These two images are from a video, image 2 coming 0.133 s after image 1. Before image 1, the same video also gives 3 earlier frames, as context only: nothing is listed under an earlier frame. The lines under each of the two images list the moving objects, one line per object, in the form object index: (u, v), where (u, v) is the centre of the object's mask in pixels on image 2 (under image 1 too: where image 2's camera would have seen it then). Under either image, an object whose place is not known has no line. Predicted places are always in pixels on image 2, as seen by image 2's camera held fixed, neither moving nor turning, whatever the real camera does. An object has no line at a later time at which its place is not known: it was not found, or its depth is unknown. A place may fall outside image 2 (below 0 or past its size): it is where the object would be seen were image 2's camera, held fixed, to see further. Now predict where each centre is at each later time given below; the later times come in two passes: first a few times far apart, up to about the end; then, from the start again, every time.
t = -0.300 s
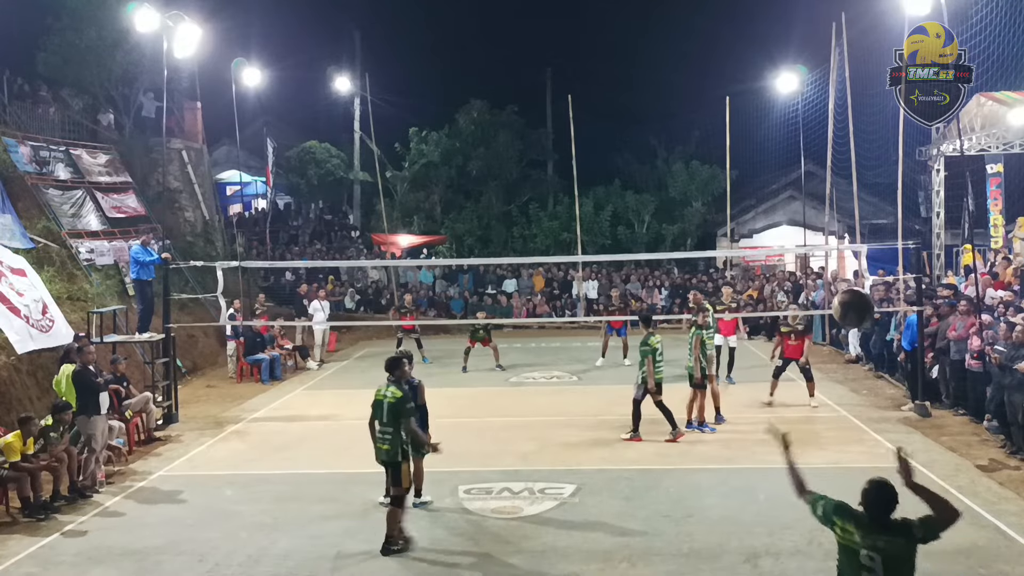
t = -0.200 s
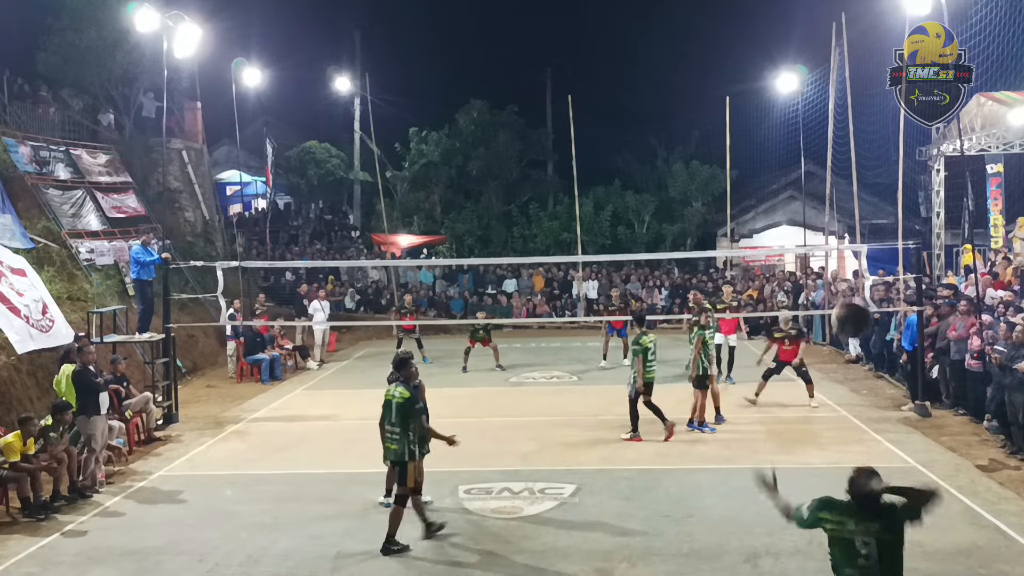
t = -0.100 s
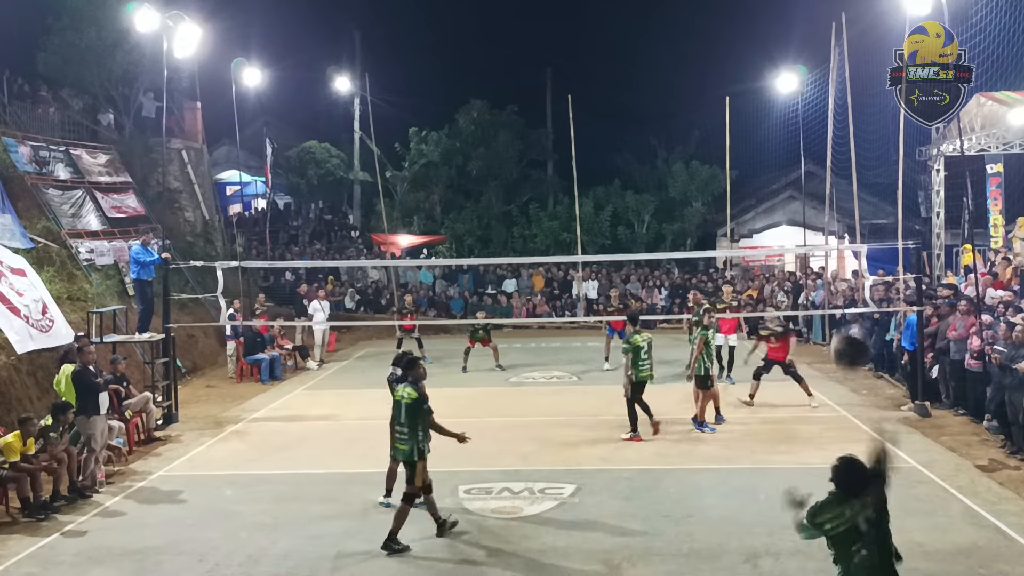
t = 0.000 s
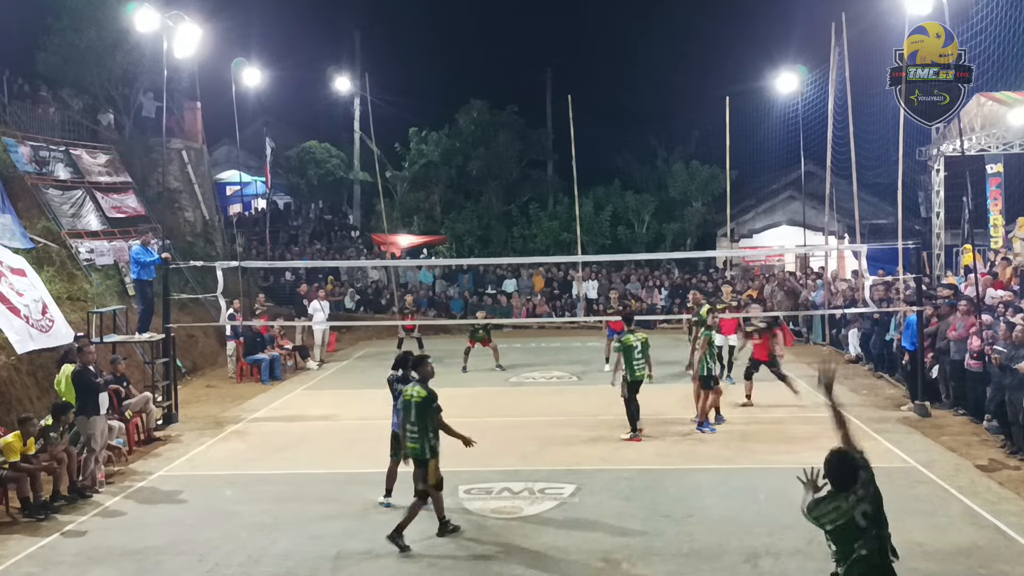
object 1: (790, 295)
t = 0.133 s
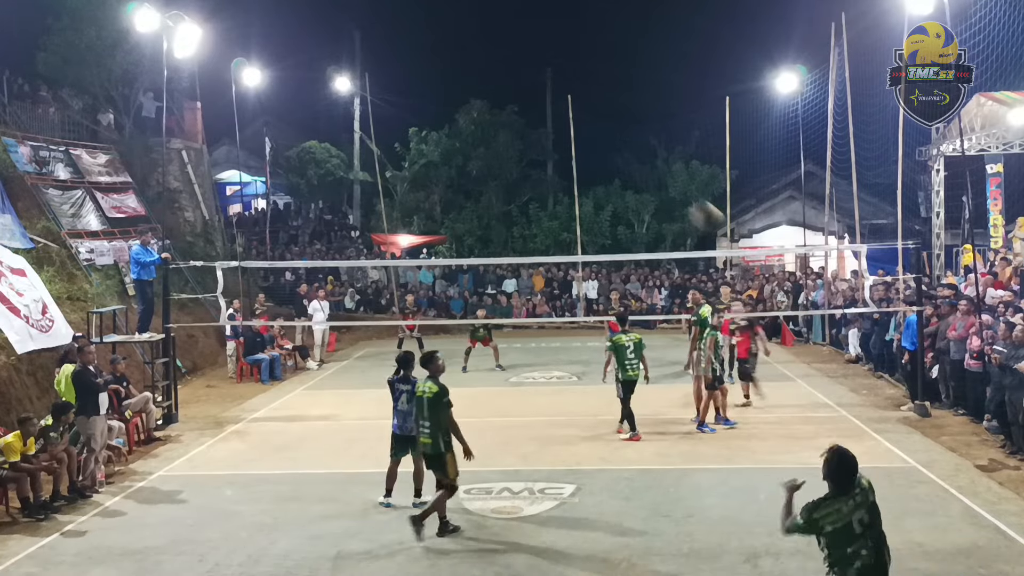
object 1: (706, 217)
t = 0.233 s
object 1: (667, 187)
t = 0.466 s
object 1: (605, 165)
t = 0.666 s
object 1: (574, 183)
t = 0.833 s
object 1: (557, 215)
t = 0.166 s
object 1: (692, 205)
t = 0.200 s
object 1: (678, 194)
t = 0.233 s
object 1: (667, 187)
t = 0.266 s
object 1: (656, 179)
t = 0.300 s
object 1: (646, 174)
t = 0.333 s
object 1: (637, 170)
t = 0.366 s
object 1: (628, 168)
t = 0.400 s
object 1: (620, 166)
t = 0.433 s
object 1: (613, 166)
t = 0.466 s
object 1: (605, 165)
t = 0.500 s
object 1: (598, 166)
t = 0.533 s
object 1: (593, 168)
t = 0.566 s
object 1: (587, 171)
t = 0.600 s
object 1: (582, 173)
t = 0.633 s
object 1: (578, 178)
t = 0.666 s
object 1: (574, 183)
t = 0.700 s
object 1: (570, 189)
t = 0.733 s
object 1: (566, 194)
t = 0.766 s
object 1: (563, 201)
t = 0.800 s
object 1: (560, 208)
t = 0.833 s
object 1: (557, 215)
